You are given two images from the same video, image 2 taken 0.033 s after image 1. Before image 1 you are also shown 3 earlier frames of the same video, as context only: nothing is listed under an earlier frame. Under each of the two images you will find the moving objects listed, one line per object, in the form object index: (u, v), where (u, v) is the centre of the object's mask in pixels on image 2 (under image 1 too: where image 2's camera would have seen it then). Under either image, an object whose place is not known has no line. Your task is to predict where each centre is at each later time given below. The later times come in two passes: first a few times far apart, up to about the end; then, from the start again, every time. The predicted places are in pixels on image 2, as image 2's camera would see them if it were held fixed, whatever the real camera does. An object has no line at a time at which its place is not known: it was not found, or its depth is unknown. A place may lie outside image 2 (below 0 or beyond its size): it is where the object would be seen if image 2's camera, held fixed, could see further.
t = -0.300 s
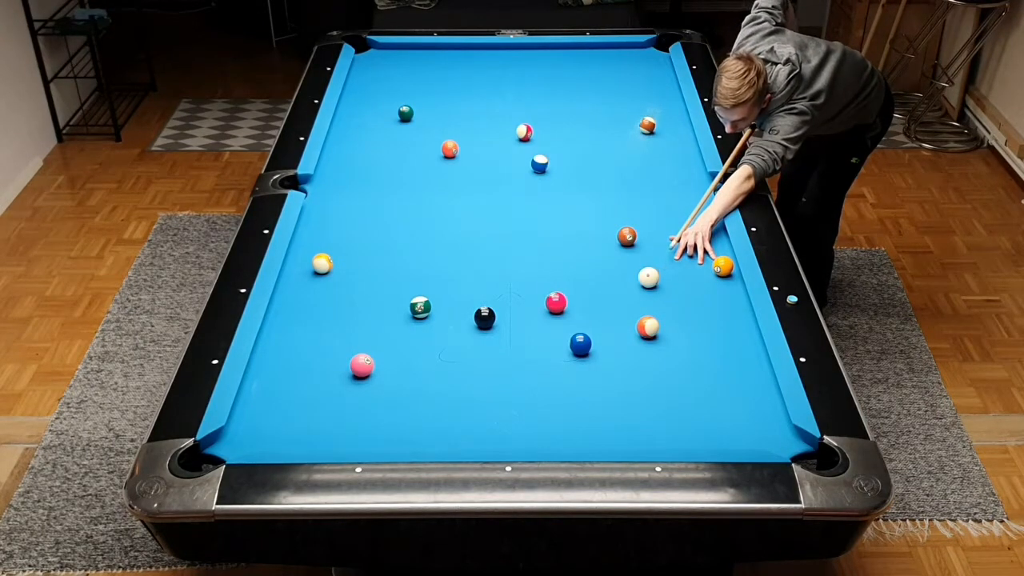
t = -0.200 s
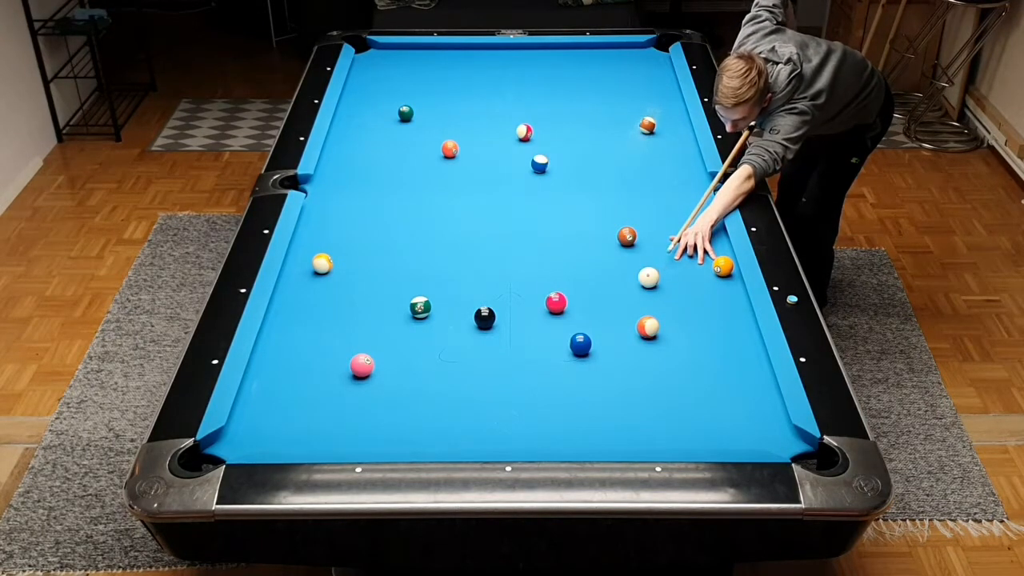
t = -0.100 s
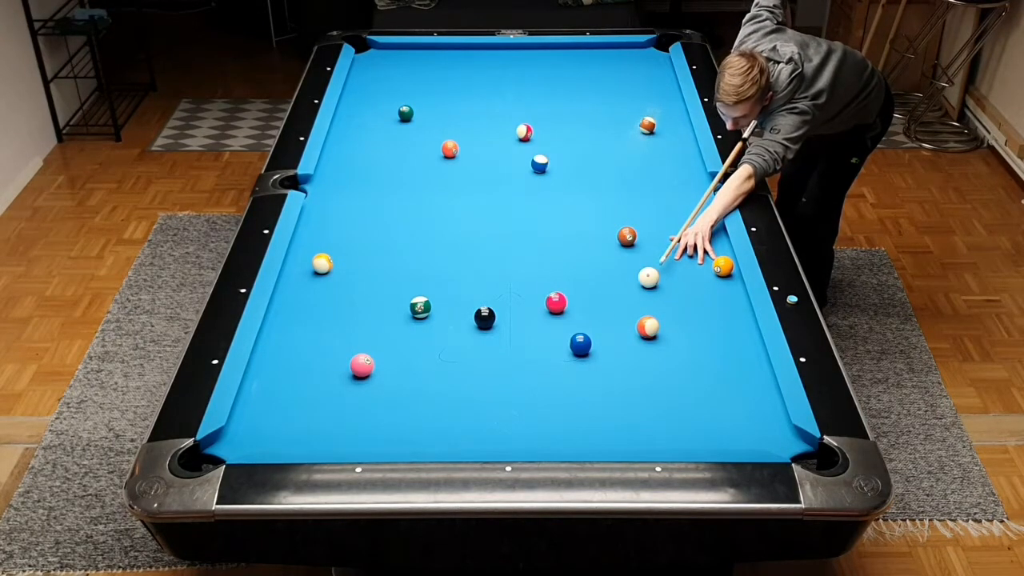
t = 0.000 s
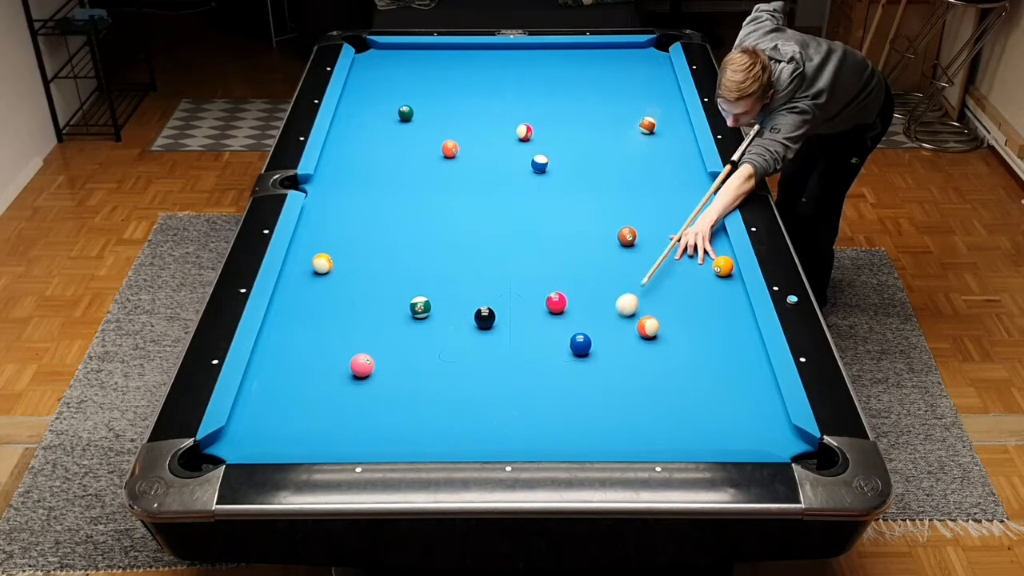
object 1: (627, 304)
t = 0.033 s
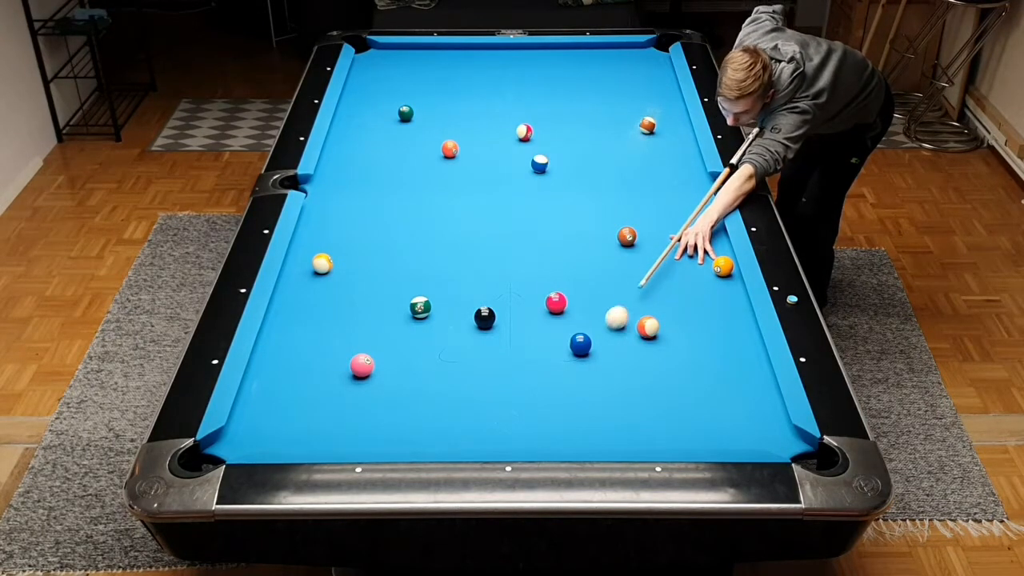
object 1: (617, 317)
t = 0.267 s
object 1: (628, 384)
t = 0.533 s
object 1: (665, 432)
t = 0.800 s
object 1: (695, 391)
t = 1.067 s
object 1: (723, 356)
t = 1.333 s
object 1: (747, 324)
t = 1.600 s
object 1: (723, 302)
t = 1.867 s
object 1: (703, 282)
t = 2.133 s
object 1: (685, 264)
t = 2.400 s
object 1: (669, 248)
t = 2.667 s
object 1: (655, 233)
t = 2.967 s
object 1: (640, 219)
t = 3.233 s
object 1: (628, 207)
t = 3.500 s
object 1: (618, 197)
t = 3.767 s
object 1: (609, 188)
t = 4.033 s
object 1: (601, 179)
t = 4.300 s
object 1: (594, 172)
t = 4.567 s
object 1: (587, 166)
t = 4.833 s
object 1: (581, 160)
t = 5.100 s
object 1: (577, 155)
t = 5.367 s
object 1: (573, 151)
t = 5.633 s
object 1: (570, 147)
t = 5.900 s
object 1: (566, 145)
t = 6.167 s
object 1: (565, 142)
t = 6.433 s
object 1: (564, 141)
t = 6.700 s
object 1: (563, 140)
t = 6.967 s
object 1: (564, 139)
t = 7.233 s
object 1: (564, 139)
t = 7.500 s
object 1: (564, 140)
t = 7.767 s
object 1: (564, 140)
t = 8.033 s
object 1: (564, 139)
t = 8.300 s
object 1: (564, 139)
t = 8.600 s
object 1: (564, 139)
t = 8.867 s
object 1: (564, 139)
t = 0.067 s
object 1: (607, 330)
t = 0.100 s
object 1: (603, 342)
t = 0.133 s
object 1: (610, 350)
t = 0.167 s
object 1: (615, 358)
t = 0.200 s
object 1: (620, 366)
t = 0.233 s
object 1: (624, 375)
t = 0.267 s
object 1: (628, 384)
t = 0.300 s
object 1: (633, 393)
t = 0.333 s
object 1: (637, 402)
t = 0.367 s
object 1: (642, 411)
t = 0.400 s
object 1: (647, 421)
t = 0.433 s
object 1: (652, 431)
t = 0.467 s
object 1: (657, 438)
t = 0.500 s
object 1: (661, 437)
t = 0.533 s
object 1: (665, 432)
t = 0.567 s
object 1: (669, 425)
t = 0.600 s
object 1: (673, 420)
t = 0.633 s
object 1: (677, 415)
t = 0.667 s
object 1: (681, 410)
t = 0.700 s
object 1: (685, 405)
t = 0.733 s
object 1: (688, 400)
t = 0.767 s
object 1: (692, 395)
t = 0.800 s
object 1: (695, 391)
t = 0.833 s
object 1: (699, 386)
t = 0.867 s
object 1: (703, 381)
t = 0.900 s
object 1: (706, 377)
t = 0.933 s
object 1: (709, 373)
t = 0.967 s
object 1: (713, 368)
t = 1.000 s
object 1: (716, 364)
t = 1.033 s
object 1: (719, 360)
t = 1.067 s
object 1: (723, 356)
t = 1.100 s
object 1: (726, 352)
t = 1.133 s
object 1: (729, 347)
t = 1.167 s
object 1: (732, 343)
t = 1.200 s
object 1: (735, 339)
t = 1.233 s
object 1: (738, 336)
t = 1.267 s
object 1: (741, 332)
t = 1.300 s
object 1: (744, 328)
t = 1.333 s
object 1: (747, 324)
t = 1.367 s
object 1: (744, 321)
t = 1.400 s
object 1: (740, 318)
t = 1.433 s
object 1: (737, 315)
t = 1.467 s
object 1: (734, 313)
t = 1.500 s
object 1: (732, 310)
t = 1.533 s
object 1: (729, 307)
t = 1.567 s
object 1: (726, 304)
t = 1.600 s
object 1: (723, 302)
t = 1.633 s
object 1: (720, 299)
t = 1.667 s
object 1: (718, 296)
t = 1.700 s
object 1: (716, 294)
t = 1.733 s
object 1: (713, 291)
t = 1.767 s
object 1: (710, 289)
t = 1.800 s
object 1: (708, 286)
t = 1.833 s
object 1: (705, 284)
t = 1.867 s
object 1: (703, 282)
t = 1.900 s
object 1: (701, 279)
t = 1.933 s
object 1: (698, 277)
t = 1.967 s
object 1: (696, 275)
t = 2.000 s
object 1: (694, 272)
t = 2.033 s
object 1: (692, 270)
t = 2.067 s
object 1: (689, 268)
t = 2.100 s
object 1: (687, 266)
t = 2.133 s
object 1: (685, 264)
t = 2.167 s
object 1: (683, 262)
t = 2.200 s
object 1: (681, 259)
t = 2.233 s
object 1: (679, 257)
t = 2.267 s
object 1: (677, 255)
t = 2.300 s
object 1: (675, 253)
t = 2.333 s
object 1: (673, 251)
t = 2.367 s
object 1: (671, 249)
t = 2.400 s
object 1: (669, 248)
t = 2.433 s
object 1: (667, 246)
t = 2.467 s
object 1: (665, 244)
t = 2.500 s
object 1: (663, 242)
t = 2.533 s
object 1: (662, 240)
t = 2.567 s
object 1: (660, 238)
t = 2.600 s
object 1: (658, 237)
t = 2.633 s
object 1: (656, 235)
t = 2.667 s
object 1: (655, 233)
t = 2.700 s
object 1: (653, 232)
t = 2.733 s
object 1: (651, 230)
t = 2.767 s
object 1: (649, 228)
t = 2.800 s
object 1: (648, 227)
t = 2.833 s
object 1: (646, 225)
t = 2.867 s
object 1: (644, 223)
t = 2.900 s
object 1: (643, 222)
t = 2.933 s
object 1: (641, 220)
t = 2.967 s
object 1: (640, 219)
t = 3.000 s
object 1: (638, 217)
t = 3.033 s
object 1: (637, 216)
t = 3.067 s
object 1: (635, 214)
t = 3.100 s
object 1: (634, 213)
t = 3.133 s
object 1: (632, 212)
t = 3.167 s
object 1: (631, 210)
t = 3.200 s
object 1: (629, 209)
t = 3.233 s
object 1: (628, 207)
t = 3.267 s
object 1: (627, 206)
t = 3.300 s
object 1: (625, 205)
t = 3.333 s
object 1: (624, 203)
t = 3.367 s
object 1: (623, 202)
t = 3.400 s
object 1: (621, 201)
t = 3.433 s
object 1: (620, 200)
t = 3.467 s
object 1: (619, 198)
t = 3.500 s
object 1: (618, 197)
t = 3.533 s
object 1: (617, 196)
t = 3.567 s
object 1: (616, 195)
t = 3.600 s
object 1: (614, 193)
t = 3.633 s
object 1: (613, 192)
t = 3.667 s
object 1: (612, 191)
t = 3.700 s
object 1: (611, 190)
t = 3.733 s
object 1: (610, 189)
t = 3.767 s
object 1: (609, 188)
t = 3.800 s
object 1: (608, 187)
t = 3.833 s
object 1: (607, 186)
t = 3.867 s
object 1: (605, 184)
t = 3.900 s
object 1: (605, 183)
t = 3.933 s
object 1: (604, 183)
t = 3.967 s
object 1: (603, 182)
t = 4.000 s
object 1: (602, 181)
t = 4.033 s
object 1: (601, 179)
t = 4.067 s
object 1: (600, 179)
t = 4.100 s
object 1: (599, 177)
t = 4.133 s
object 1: (598, 177)
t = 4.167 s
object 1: (597, 176)
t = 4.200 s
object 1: (596, 175)
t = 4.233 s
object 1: (595, 174)
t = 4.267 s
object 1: (594, 173)
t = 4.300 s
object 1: (594, 172)
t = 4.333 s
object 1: (593, 171)
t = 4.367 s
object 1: (592, 170)
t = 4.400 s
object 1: (591, 170)
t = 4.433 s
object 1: (590, 169)
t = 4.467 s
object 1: (590, 168)
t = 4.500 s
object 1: (589, 167)
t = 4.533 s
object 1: (588, 166)
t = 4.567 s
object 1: (587, 166)
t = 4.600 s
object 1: (587, 165)
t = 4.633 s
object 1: (586, 164)
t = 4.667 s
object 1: (585, 164)
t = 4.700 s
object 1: (584, 163)
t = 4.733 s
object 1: (584, 162)
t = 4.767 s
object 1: (583, 161)
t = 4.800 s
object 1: (582, 161)
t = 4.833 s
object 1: (581, 160)
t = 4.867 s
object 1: (581, 159)
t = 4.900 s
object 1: (580, 159)
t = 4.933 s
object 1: (580, 158)
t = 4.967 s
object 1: (579, 157)
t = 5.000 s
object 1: (578, 157)
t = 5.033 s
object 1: (578, 156)
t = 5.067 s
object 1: (577, 156)
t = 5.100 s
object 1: (577, 155)
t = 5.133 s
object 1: (576, 155)
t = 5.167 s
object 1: (576, 154)
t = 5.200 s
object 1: (575, 154)
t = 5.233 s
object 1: (575, 153)
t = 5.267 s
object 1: (574, 152)
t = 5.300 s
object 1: (574, 152)
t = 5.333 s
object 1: (573, 151)
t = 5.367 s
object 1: (573, 151)
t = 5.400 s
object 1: (572, 151)
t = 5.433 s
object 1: (572, 150)
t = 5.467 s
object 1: (572, 149)
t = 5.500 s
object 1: (571, 149)
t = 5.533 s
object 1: (571, 149)
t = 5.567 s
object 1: (570, 148)
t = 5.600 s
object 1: (570, 148)
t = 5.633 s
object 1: (570, 147)
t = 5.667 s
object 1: (569, 147)
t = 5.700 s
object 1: (569, 147)
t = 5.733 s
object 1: (568, 146)
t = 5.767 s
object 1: (568, 146)
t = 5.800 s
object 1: (568, 146)
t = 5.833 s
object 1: (567, 145)
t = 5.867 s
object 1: (567, 145)
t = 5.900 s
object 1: (566, 145)
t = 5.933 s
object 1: (566, 144)
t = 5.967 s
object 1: (566, 144)
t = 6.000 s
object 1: (566, 144)
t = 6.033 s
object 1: (566, 143)
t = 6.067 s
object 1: (565, 143)
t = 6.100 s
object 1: (565, 143)
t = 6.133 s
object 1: (565, 143)
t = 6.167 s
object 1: (565, 142)
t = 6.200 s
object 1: (565, 142)
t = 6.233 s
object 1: (565, 142)
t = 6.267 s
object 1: (565, 142)
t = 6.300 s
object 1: (565, 142)
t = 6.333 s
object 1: (564, 141)
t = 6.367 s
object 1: (564, 141)
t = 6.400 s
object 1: (564, 141)
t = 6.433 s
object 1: (564, 141)
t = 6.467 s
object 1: (564, 141)
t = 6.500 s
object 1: (564, 140)
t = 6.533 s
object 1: (563, 140)
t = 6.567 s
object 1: (563, 140)
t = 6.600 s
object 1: (563, 140)
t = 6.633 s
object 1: (563, 140)
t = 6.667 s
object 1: (563, 140)
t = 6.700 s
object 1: (563, 140)
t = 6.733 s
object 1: (563, 140)
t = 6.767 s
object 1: (563, 140)
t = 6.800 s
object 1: (563, 140)
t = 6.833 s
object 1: (563, 140)
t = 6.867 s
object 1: (564, 140)
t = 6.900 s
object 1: (564, 139)
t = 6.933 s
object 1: (564, 139)
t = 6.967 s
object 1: (564, 139)
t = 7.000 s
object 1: (564, 139)
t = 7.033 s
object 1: (564, 139)
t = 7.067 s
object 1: (564, 139)
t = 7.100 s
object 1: (564, 139)
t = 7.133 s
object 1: (564, 139)
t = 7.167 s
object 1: (564, 139)
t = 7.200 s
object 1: (564, 139)
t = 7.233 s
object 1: (564, 139)
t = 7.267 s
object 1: (564, 139)
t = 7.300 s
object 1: (564, 139)
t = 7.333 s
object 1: (564, 139)
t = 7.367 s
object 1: (564, 139)
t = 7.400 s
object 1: (564, 139)
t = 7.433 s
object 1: (564, 140)
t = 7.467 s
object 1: (564, 140)
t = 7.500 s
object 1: (564, 140)
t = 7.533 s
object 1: (564, 140)
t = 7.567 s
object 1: (564, 140)
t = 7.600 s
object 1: (564, 140)
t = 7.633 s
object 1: (564, 140)
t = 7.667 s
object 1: (564, 140)
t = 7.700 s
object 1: (564, 140)
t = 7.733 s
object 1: (564, 140)
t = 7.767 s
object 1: (564, 140)
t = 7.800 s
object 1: (564, 140)
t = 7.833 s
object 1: (564, 140)
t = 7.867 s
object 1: (564, 142)
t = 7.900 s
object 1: (564, 140)
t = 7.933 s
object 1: (564, 139)
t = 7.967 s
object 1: (564, 137)
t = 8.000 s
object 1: (564, 139)
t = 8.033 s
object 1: (564, 139)
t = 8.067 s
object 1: (564, 139)
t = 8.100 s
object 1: (564, 140)
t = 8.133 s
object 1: (564, 139)
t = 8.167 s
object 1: (564, 139)
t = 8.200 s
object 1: (564, 139)
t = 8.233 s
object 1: (564, 139)
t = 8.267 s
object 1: (564, 139)
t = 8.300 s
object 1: (564, 139)
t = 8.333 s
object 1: (564, 140)
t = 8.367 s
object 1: (564, 140)
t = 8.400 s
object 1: (564, 140)
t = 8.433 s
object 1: (564, 140)
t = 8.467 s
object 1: (564, 140)
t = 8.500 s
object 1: (564, 140)
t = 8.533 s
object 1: (564, 140)
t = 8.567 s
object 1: (564, 139)
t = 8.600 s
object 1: (564, 139)
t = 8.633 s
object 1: (564, 139)
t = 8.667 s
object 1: (564, 140)
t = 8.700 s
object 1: (564, 139)
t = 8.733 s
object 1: (564, 140)
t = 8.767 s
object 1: (564, 140)
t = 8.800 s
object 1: (564, 140)
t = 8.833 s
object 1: (564, 139)
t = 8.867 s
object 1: (564, 139)
